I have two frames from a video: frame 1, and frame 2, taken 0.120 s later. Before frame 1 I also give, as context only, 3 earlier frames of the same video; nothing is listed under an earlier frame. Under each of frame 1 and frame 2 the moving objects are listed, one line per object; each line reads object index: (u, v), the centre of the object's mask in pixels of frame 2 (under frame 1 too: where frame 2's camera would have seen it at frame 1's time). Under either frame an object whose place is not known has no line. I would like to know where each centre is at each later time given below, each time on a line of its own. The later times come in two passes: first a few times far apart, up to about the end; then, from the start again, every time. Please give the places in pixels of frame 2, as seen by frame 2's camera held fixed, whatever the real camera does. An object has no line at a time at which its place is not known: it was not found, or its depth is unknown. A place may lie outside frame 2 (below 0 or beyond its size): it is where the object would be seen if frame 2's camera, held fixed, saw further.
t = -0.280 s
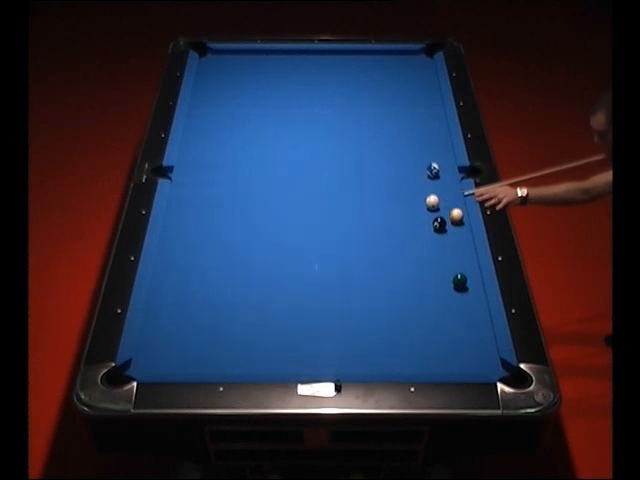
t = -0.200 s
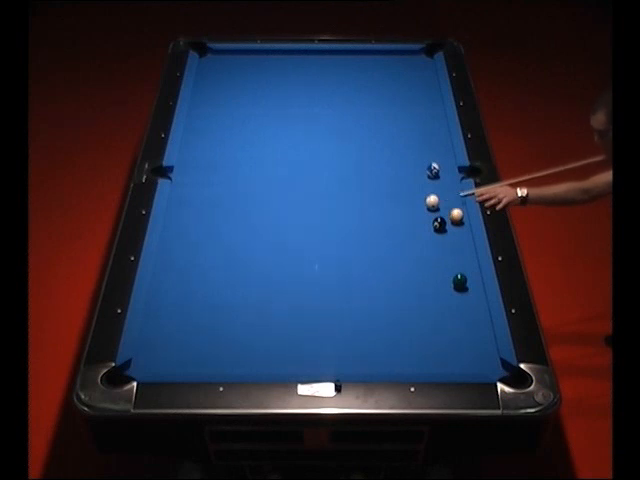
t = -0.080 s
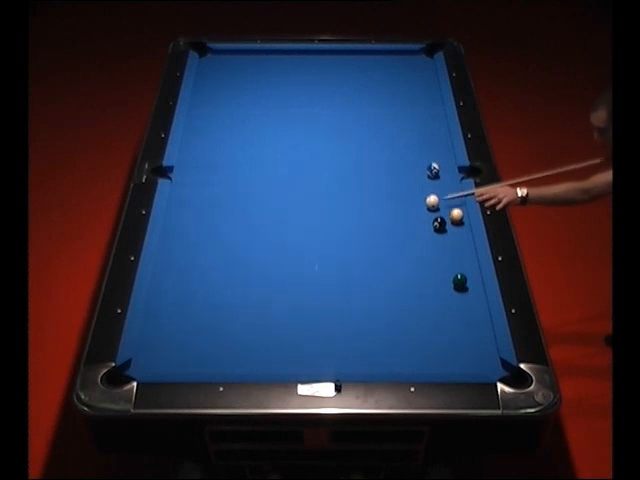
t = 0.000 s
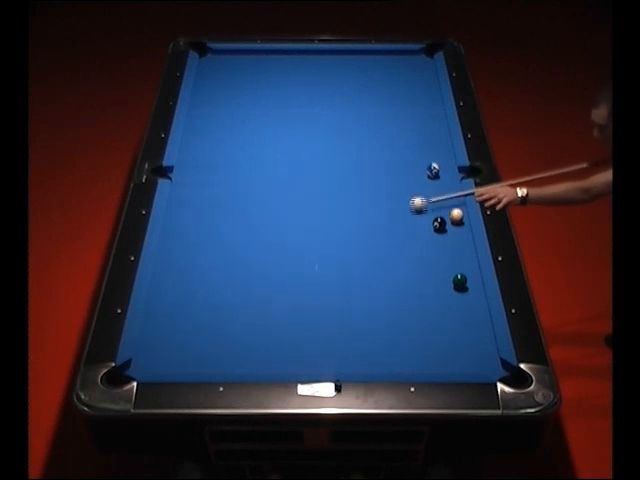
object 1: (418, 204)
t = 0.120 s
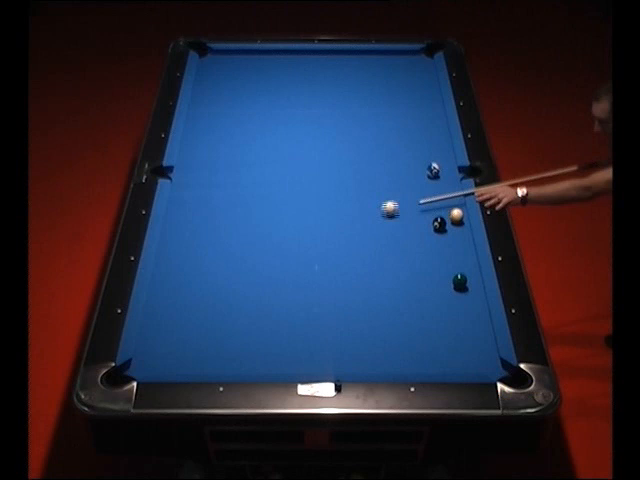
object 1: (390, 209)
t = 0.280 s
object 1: (352, 215)
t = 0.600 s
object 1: (277, 227)
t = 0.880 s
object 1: (210, 237)
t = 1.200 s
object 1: (180, 247)
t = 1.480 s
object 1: (212, 253)
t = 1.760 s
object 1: (242, 259)
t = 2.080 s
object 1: (276, 266)
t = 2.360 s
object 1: (303, 271)
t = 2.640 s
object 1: (330, 277)
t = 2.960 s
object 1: (359, 282)
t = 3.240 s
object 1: (384, 287)
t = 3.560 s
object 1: (409, 293)
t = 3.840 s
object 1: (430, 297)
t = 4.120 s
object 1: (450, 301)
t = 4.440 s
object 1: (471, 304)
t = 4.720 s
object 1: (478, 307)
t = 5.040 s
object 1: (469, 309)
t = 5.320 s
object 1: (464, 309)
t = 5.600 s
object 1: (459, 309)
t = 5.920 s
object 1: (457, 310)
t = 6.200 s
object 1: (457, 310)
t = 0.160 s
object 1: (380, 210)
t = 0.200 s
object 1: (371, 212)
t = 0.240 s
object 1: (361, 214)
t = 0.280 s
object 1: (352, 215)
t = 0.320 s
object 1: (343, 216)
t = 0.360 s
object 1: (333, 217)
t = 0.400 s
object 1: (324, 219)
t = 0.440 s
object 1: (314, 221)
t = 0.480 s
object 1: (305, 222)
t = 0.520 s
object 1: (296, 224)
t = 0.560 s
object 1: (286, 225)
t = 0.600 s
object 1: (277, 227)
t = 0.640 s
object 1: (267, 228)
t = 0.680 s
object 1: (258, 229)
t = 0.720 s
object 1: (248, 230)
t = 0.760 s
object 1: (239, 232)
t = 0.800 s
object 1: (229, 234)
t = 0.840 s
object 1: (220, 235)
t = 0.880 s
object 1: (210, 237)
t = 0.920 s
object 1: (201, 238)
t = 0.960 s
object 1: (192, 240)
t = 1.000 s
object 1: (182, 241)
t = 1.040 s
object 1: (173, 243)
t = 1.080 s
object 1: (165, 244)
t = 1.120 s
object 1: (169, 245)
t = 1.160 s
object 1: (175, 246)
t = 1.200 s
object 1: (180, 247)
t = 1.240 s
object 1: (185, 248)
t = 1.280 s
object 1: (189, 249)
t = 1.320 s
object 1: (193, 249)
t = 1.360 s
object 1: (198, 250)
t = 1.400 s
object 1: (202, 251)
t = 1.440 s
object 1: (207, 252)
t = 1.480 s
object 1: (212, 253)
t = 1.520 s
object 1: (216, 254)
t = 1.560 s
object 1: (220, 255)
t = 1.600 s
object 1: (225, 255)
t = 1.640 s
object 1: (229, 257)
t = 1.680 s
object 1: (233, 257)
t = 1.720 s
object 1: (238, 258)
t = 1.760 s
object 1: (242, 259)
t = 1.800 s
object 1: (247, 260)
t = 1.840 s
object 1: (251, 261)
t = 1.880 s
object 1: (255, 262)
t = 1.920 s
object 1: (259, 262)
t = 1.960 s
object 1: (263, 263)
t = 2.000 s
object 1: (267, 264)
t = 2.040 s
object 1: (271, 265)
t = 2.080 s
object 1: (276, 266)
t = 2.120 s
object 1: (280, 267)
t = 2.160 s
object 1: (284, 267)
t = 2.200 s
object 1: (288, 268)
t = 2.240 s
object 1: (292, 269)
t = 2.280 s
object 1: (296, 270)
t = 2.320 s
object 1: (300, 271)
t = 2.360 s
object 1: (303, 271)
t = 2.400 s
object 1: (308, 272)
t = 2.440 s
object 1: (311, 273)
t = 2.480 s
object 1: (315, 274)
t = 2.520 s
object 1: (319, 274)
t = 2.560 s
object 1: (323, 275)
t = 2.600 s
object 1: (327, 276)
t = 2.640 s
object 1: (330, 277)
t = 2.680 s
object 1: (334, 278)
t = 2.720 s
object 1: (338, 278)
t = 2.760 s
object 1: (341, 279)
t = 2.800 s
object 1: (345, 280)
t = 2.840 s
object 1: (349, 281)
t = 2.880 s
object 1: (352, 281)
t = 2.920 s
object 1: (356, 282)
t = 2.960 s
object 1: (359, 282)
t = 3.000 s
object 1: (363, 283)
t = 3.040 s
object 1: (366, 284)
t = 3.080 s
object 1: (370, 284)
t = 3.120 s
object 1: (373, 285)
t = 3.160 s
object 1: (377, 286)
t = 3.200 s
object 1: (380, 287)
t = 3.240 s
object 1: (384, 287)
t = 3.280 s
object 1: (387, 287)
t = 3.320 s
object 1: (390, 288)
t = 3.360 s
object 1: (393, 289)
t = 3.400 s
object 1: (397, 290)
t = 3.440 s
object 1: (400, 290)
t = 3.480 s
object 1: (403, 291)
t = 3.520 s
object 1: (406, 292)
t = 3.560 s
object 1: (409, 293)
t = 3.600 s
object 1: (412, 293)
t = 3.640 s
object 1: (415, 294)
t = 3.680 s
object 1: (418, 294)
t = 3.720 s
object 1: (421, 295)
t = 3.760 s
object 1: (424, 295)
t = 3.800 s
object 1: (427, 296)
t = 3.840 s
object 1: (430, 297)
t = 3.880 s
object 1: (433, 297)
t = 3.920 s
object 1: (436, 298)
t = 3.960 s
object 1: (439, 298)
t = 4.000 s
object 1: (441, 299)
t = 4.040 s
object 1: (444, 300)
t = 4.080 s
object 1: (447, 300)
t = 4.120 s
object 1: (450, 301)
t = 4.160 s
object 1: (452, 301)
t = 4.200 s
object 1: (455, 302)
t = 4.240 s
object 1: (458, 302)
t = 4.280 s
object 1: (461, 302)
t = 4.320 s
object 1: (463, 303)
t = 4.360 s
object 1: (466, 303)
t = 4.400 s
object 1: (468, 304)
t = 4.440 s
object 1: (471, 304)
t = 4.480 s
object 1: (473, 305)
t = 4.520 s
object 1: (476, 305)
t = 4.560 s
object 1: (478, 306)
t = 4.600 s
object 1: (480, 306)
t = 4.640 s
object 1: (480, 306)
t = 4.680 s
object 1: (479, 307)
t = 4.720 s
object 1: (478, 307)
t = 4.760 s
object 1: (476, 307)
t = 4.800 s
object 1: (475, 307)
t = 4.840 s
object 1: (474, 307)
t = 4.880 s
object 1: (473, 307)
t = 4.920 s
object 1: (472, 308)
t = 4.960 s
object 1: (471, 308)
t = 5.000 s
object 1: (470, 308)
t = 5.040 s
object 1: (469, 309)
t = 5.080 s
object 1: (468, 309)
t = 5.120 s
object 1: (468, 308)
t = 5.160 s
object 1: (467, 309)
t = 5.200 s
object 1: (466, 309)
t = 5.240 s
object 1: (465, 309)
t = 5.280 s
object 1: (464, 309)
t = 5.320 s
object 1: (464, 309)
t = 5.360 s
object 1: (463, 309)
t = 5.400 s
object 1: (462, 309)
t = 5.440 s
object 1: (462, 309)
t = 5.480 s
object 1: (461, 309)
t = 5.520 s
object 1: (461, 309)
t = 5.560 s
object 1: (460, 310)
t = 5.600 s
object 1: (459, 309)
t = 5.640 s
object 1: (459, 310)
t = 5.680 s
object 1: (459, 310)
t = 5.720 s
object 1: (458, 310)
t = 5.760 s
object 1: (458, 310)
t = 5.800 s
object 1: (458, 310)
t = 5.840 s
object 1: (458, 310)
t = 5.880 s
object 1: (458, 310)
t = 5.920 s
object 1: (457, 310)
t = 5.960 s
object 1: (457, 310)
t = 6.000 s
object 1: (457, 310)
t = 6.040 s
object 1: (457, 310)
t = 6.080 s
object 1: (457, 310)
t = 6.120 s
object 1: (457, 310)
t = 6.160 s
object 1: (457, 310)
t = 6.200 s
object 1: (457, 310)
